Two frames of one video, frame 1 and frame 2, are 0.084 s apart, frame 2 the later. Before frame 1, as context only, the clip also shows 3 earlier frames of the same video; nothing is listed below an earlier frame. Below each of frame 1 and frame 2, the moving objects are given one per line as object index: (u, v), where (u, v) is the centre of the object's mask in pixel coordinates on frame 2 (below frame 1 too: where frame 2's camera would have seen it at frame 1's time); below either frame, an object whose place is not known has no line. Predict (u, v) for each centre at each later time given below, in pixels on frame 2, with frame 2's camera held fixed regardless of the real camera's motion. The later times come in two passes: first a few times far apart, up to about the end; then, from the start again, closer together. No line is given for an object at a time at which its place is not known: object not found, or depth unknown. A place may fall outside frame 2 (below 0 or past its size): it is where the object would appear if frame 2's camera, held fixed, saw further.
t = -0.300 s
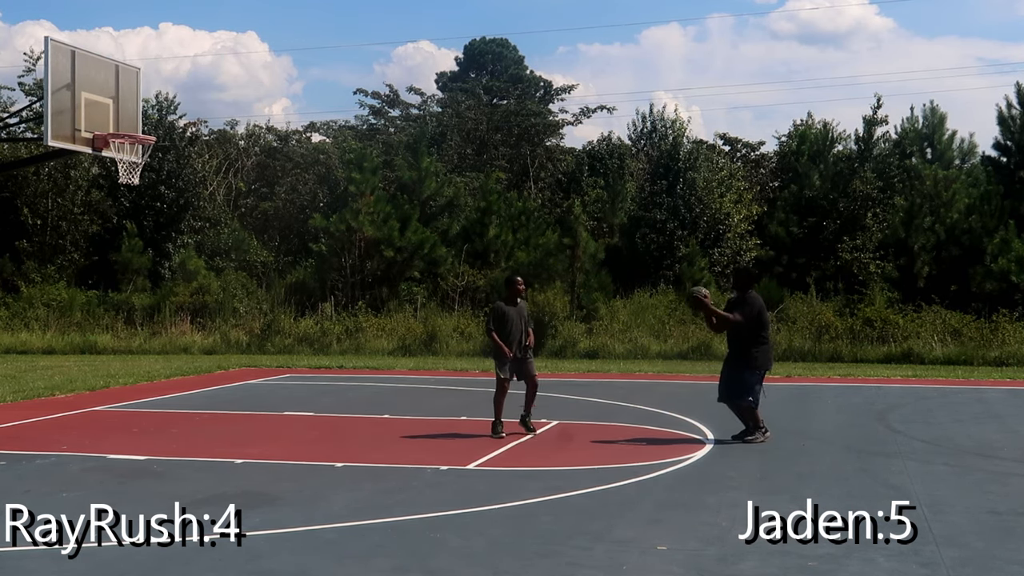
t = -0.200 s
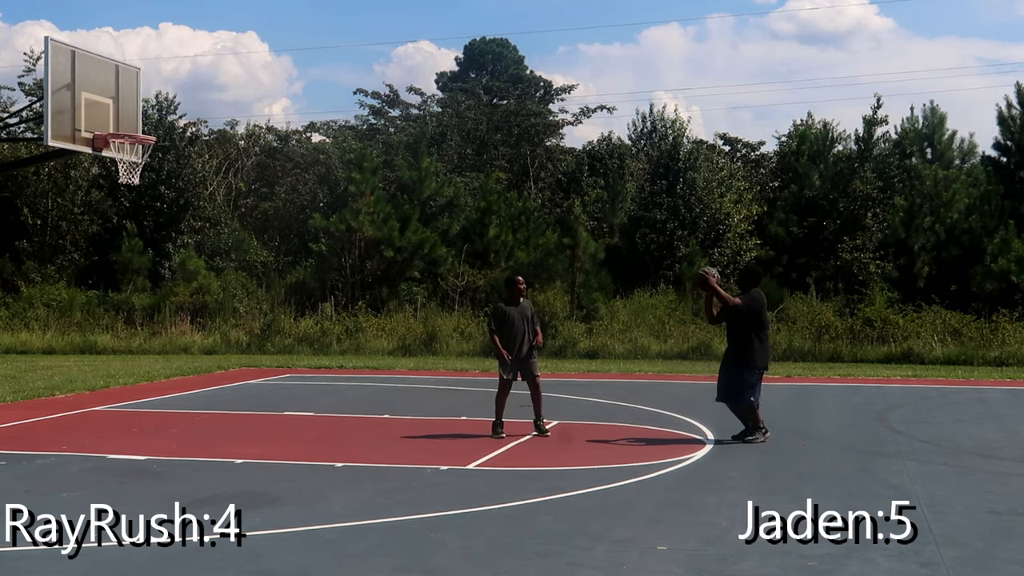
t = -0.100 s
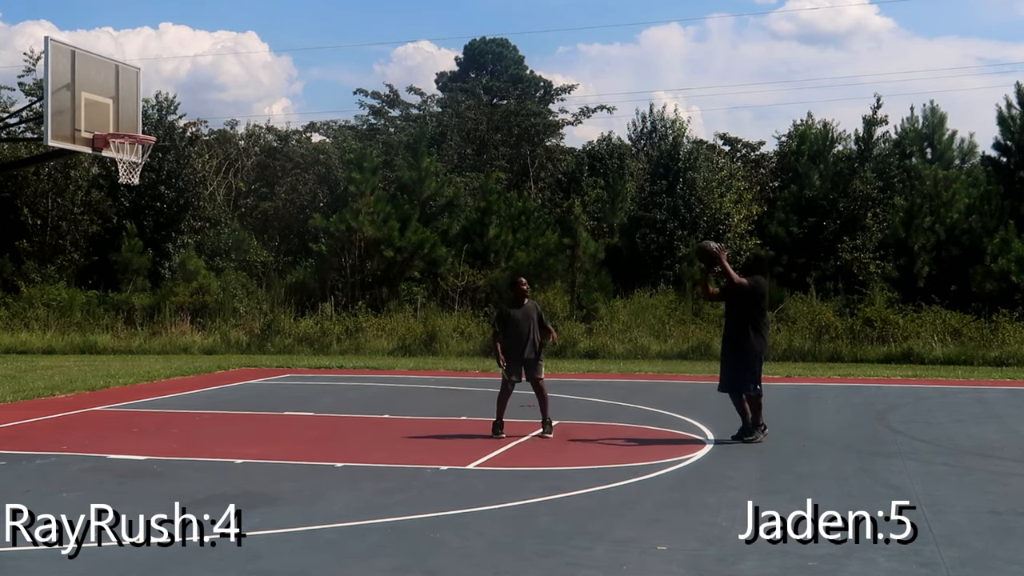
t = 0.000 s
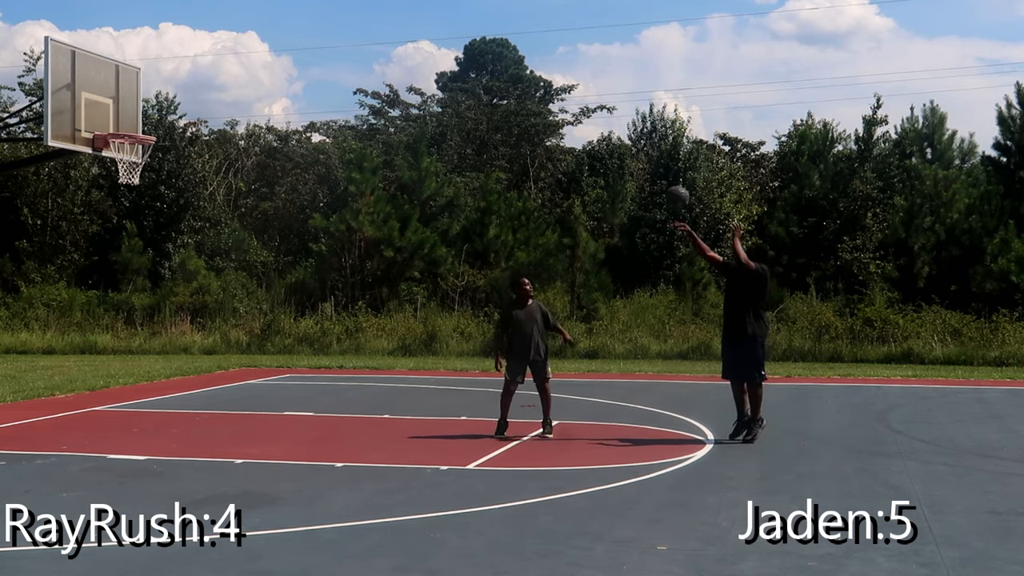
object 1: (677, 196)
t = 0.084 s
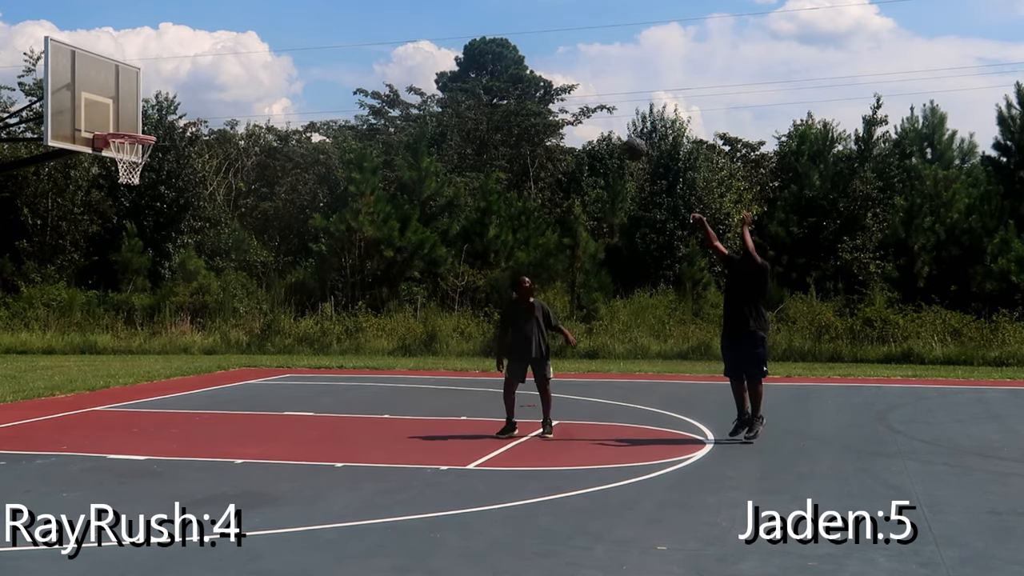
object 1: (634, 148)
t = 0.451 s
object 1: (456, 20)
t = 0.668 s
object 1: (359, 7)
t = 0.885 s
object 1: (266, 32)
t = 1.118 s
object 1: (171, 107)
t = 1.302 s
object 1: (151, 158)
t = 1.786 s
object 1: (158, 352)
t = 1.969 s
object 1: (163, 351)
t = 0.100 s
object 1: (625, 141)
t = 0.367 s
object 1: (495, 33)
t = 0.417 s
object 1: (471, 26)
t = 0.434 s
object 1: (463, 23)
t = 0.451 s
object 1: (456, 20)
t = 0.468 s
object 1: (448, 17)
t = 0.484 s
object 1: (440, 14)
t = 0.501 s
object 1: (433, 12)
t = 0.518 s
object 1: (425, 10)
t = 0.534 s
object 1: (418, 10)
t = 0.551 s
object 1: (410, 9)
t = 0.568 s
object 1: (403, 8)
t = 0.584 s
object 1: (395, 7)
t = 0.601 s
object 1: (388, 7)
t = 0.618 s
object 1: (381, 7)
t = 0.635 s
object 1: (373, 7)
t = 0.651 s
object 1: (366, 7)
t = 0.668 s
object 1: (359, 7)
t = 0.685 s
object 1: (351, 7)
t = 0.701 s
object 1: (344, 8)
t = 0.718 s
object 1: (337, 8)
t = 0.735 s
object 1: (330, 9)
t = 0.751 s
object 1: (323, 10)
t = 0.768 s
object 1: (316, 12)
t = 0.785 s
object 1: (309, 14)
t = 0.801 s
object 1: (301, 16)
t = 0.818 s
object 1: (294, 19)
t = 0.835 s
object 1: (287, 22)
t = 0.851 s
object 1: (281, 25)
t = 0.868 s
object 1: (273, 28)
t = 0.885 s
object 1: (266, 32)
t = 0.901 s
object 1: (259, 36)
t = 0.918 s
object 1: (253, 40)
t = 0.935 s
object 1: (246, 44)
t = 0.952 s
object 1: (239, 48)
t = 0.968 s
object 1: (232, 53)
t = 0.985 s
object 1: (225, 58)
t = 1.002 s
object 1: (218, 64)
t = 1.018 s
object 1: (212, 69)
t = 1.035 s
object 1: (205, 75)
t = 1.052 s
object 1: (198, 81)
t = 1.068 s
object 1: (192, 87)
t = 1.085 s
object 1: (185, 94)
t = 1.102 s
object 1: (178, 100)
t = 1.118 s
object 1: (171, 107)
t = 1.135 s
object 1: (165, 115)
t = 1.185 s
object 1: (148, 131)
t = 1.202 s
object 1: (149, 133)
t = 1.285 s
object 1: (152, 155)
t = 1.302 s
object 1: (151, 158)
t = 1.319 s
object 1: (152, 162)
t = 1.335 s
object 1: (150, 168)
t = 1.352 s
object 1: (150, 172)
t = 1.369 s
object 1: (151, 175)
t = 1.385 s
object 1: (151, 179)
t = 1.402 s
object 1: (152, 183)
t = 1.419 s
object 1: (152, 190)
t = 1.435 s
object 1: (151, 196)
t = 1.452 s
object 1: (153, 201)
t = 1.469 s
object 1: (153, 208)
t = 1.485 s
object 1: (154, 214)
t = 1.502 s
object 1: (155, 219)
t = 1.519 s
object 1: (155, 226)
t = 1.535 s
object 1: (155, 232)
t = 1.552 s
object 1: (155, 238)
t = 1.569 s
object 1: (156, 246)
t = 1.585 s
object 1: (156, 253)
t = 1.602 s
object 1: (157, 261)
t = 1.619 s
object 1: (158, 268)
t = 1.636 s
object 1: (157, 275)
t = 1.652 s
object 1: (157, 284)
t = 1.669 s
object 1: (157, 292)
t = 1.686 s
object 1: (158, 299)
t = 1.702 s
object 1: (159, 307)
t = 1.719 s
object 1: (159, 316)
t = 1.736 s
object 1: (157, 326)
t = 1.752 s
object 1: (157, 334)
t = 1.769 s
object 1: (158, 343)
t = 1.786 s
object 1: (158, 352)
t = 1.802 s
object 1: (159, 361)
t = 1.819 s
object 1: (158, 371)
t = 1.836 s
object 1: (158, 380)
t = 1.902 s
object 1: (160, 379)
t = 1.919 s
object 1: (161, 371)
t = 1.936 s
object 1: (162, 364)
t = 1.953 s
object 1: (163, 357)
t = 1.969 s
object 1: (163, 351)
